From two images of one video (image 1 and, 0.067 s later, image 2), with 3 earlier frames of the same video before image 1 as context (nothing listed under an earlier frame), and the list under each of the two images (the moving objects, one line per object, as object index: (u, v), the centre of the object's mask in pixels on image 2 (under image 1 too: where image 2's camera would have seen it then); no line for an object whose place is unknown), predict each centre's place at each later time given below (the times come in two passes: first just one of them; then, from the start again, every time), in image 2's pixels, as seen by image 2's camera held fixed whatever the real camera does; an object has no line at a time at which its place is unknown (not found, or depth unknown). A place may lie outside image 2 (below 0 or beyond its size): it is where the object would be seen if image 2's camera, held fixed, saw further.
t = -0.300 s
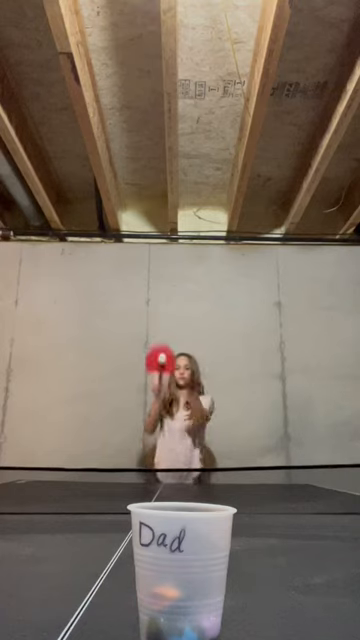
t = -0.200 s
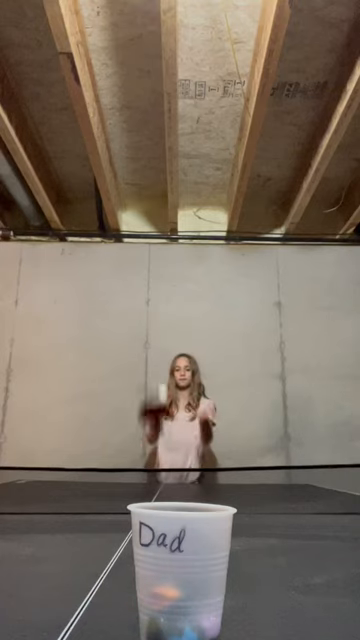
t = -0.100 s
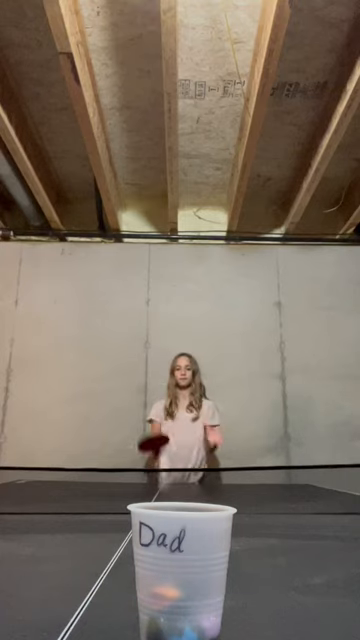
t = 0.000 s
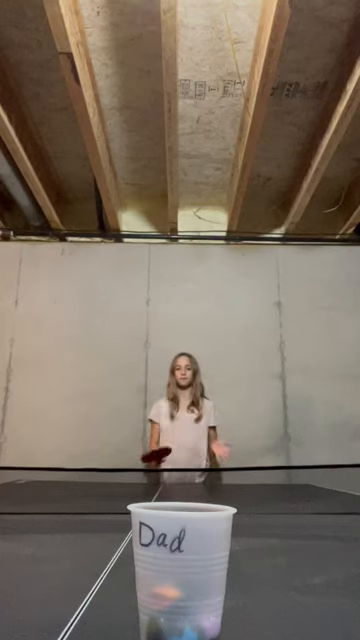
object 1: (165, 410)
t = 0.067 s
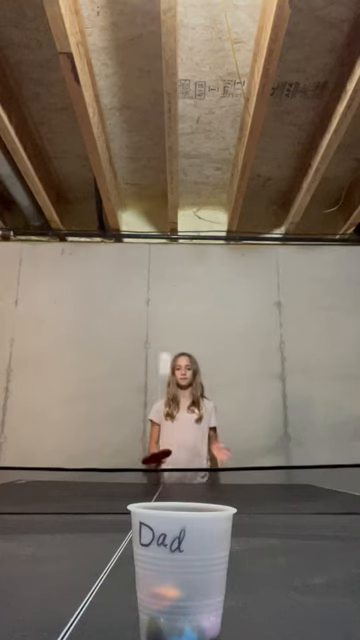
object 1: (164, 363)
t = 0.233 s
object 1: (165, 290)
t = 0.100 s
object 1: (165, 344)
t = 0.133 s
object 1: (165, 326)
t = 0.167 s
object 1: (165, 311)
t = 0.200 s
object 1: (166, 298)
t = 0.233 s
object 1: (165, 290)
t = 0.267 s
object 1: (165, 287)
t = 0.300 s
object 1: (165, 287)
